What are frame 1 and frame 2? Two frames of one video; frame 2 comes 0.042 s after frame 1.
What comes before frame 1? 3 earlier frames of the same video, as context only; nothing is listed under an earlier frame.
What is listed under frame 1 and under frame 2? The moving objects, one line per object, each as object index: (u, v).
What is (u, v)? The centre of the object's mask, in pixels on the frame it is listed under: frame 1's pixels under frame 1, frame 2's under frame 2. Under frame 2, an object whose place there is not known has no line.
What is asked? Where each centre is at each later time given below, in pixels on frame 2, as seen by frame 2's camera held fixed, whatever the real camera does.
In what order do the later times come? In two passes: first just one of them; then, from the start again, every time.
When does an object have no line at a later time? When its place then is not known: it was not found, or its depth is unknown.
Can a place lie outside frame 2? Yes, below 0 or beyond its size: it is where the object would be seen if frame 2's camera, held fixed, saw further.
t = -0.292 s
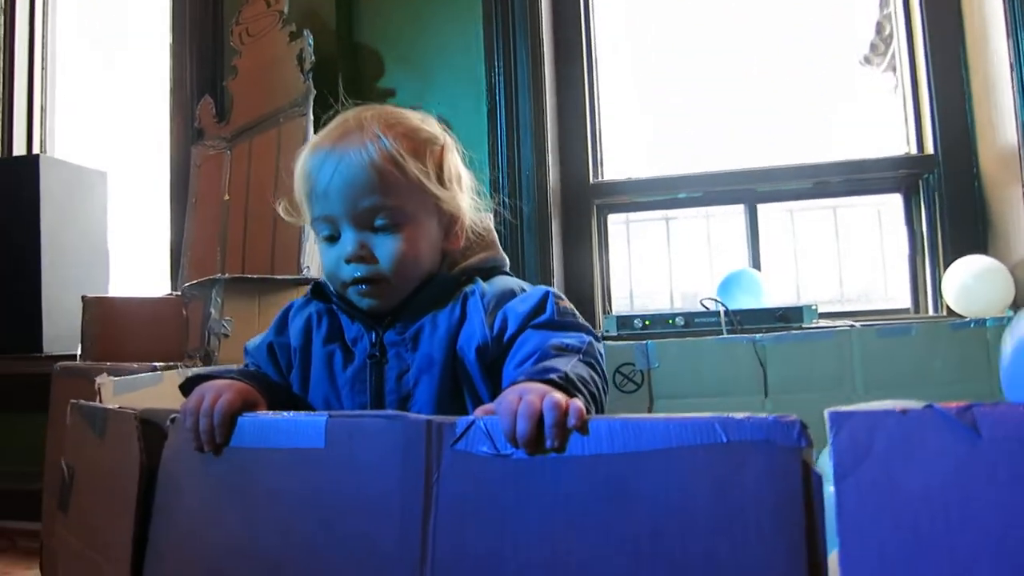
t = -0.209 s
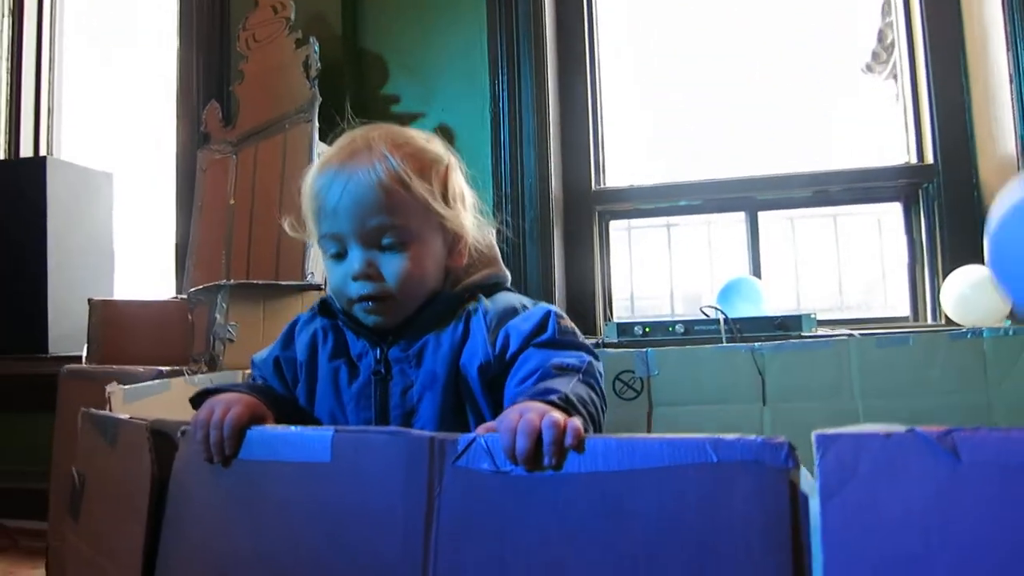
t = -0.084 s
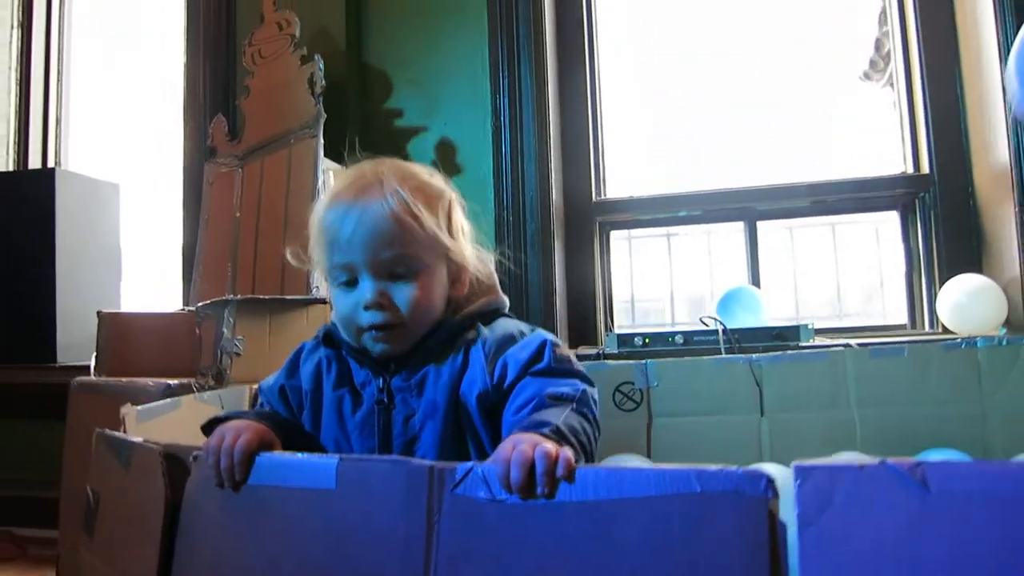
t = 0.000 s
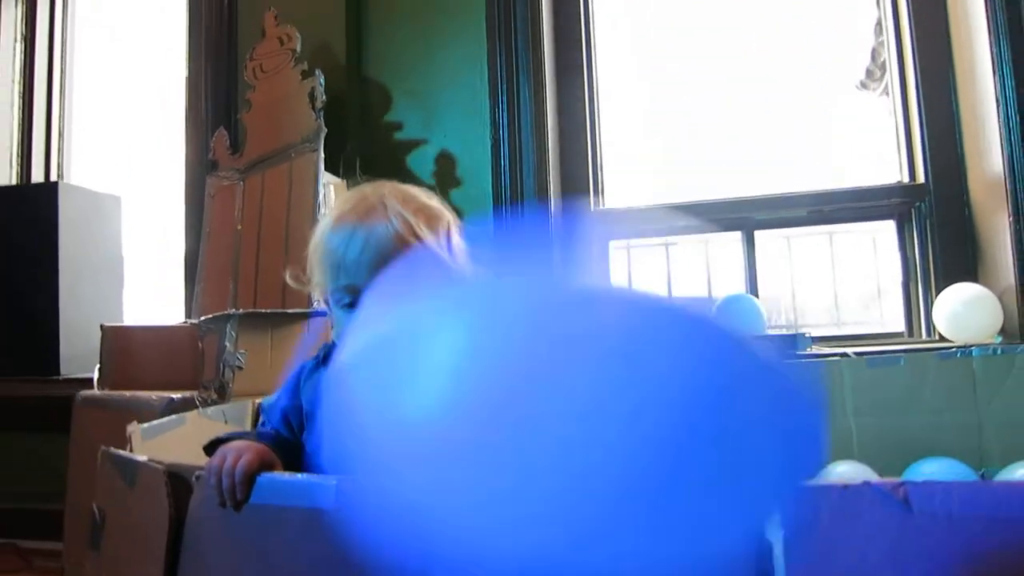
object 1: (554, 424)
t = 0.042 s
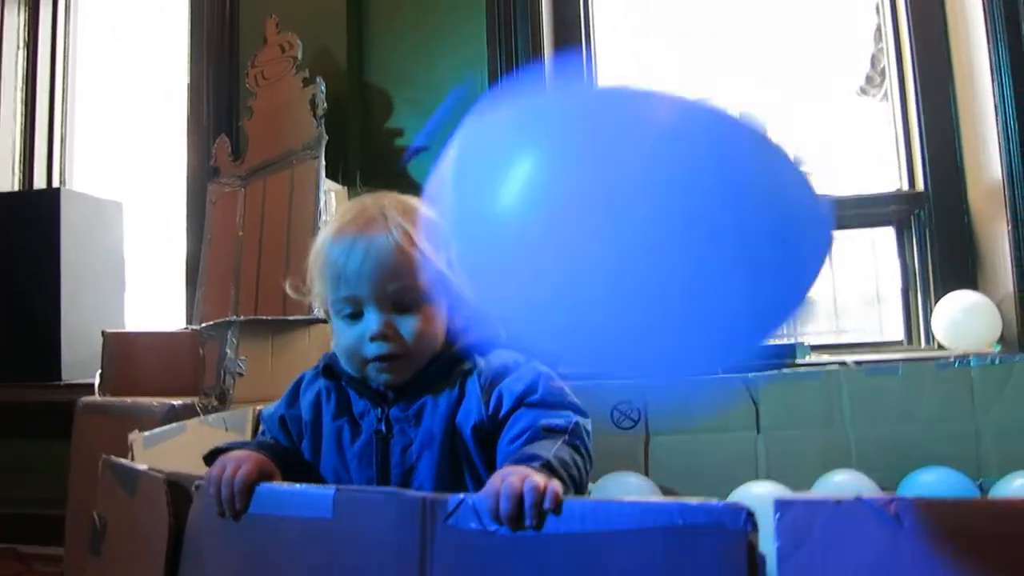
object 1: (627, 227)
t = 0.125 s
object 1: (703, 71)
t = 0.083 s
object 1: (667, 118)
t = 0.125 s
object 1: (703, 71)
